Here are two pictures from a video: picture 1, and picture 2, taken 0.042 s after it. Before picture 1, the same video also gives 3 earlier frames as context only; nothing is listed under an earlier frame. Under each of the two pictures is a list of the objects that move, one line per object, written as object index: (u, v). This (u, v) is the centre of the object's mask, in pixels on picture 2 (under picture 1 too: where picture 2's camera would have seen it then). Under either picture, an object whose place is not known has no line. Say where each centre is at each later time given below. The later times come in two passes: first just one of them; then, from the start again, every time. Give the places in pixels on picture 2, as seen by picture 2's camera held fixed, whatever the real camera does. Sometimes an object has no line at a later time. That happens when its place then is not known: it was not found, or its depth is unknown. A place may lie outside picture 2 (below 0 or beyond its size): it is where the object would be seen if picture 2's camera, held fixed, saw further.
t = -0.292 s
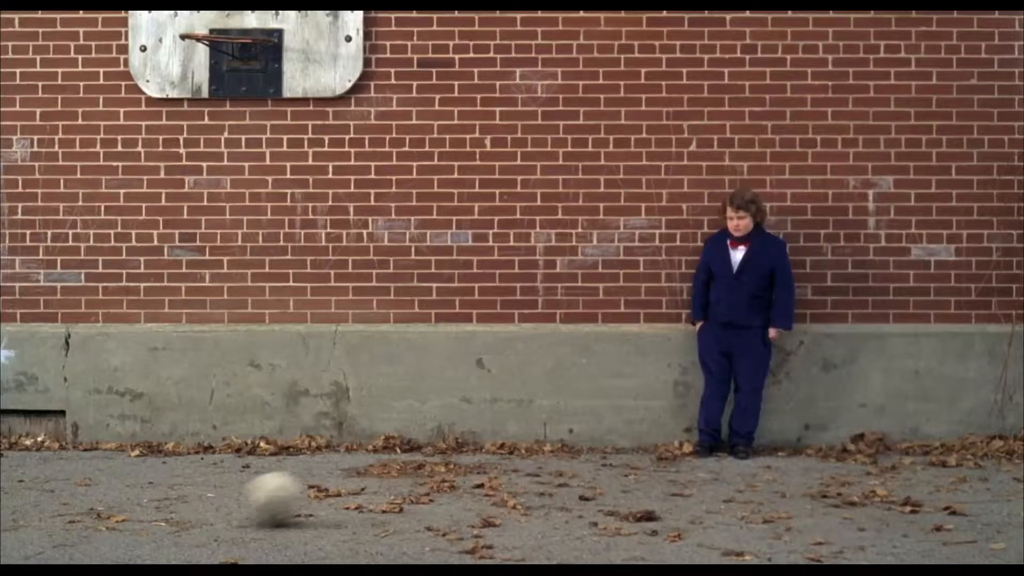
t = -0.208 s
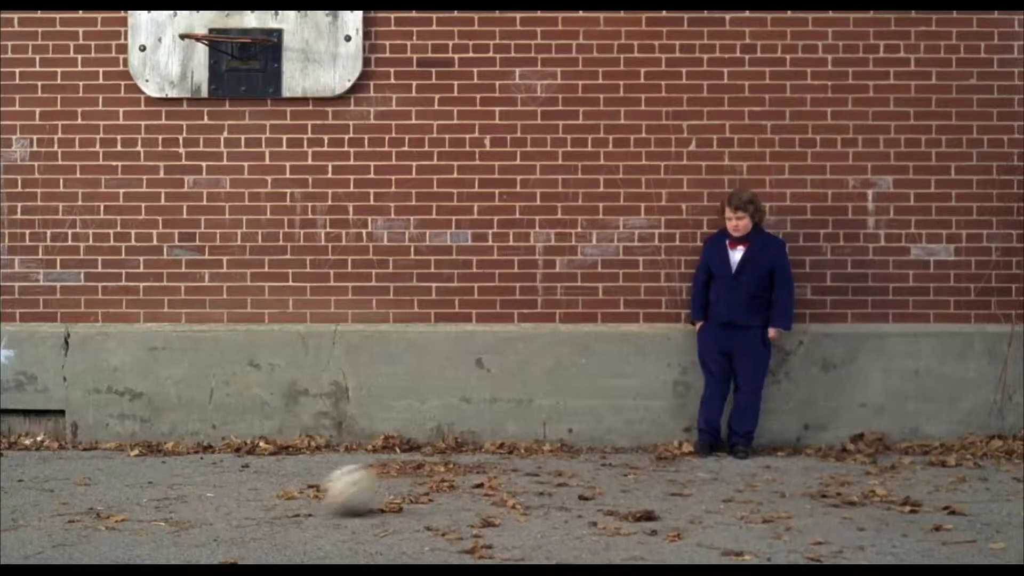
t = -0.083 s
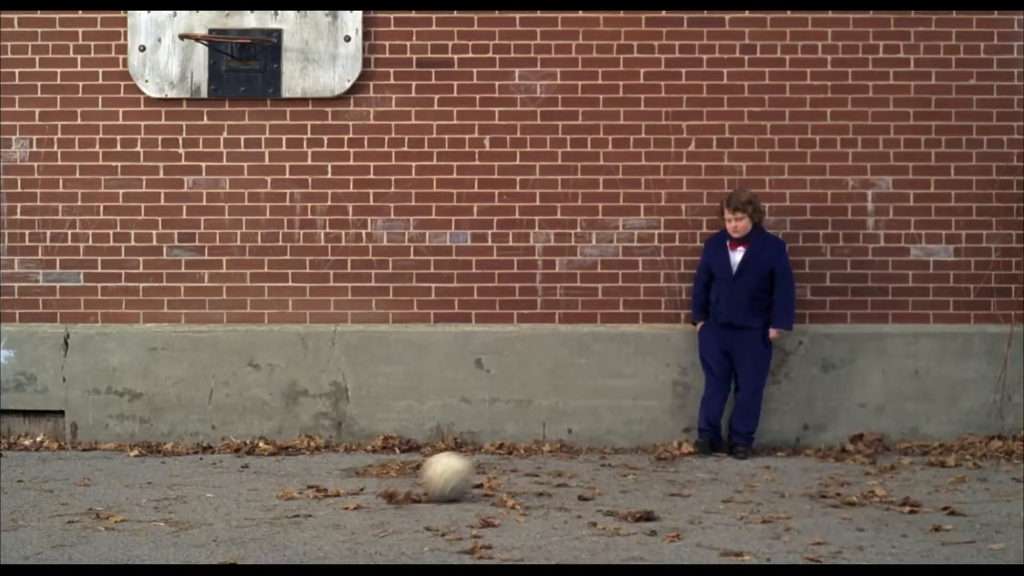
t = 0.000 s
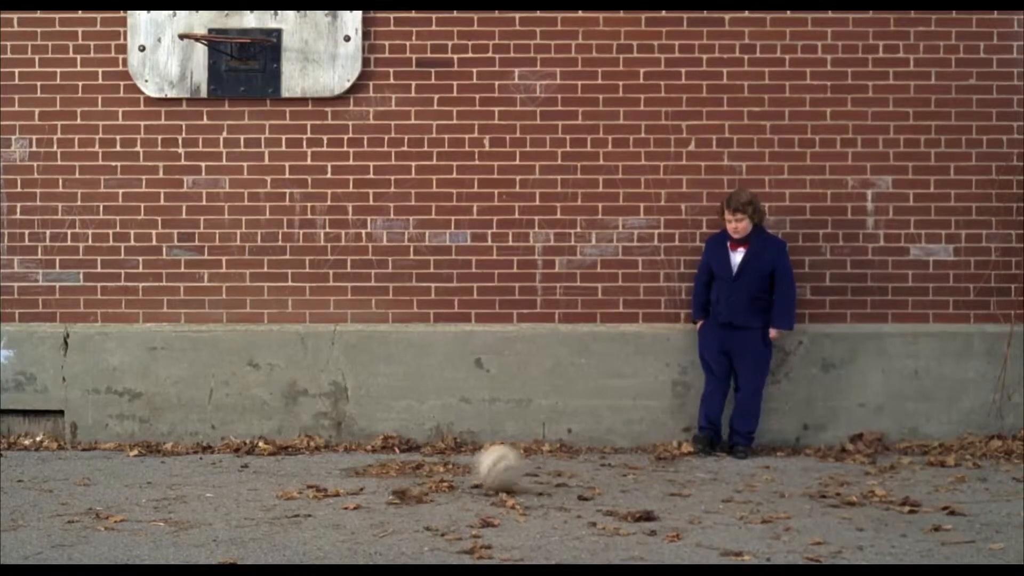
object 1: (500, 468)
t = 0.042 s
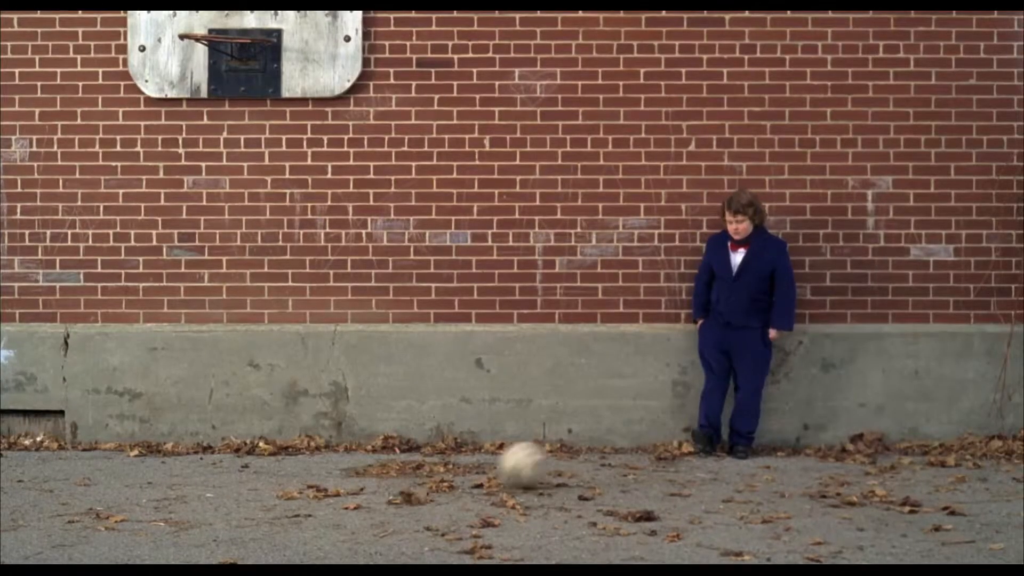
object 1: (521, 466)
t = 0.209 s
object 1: (612, 455)
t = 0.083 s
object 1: (547, 463)
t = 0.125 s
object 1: (570, 456)
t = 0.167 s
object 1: (590, 455)
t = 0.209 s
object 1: (612, 455)
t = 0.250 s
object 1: (633, 452)
